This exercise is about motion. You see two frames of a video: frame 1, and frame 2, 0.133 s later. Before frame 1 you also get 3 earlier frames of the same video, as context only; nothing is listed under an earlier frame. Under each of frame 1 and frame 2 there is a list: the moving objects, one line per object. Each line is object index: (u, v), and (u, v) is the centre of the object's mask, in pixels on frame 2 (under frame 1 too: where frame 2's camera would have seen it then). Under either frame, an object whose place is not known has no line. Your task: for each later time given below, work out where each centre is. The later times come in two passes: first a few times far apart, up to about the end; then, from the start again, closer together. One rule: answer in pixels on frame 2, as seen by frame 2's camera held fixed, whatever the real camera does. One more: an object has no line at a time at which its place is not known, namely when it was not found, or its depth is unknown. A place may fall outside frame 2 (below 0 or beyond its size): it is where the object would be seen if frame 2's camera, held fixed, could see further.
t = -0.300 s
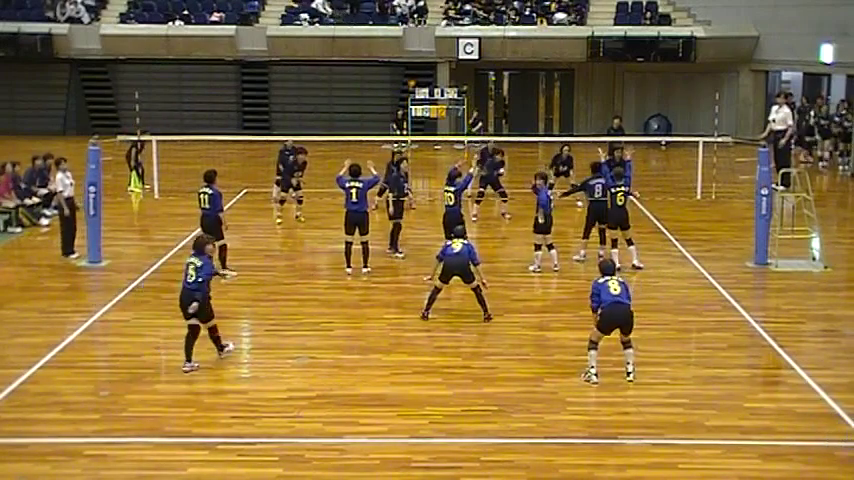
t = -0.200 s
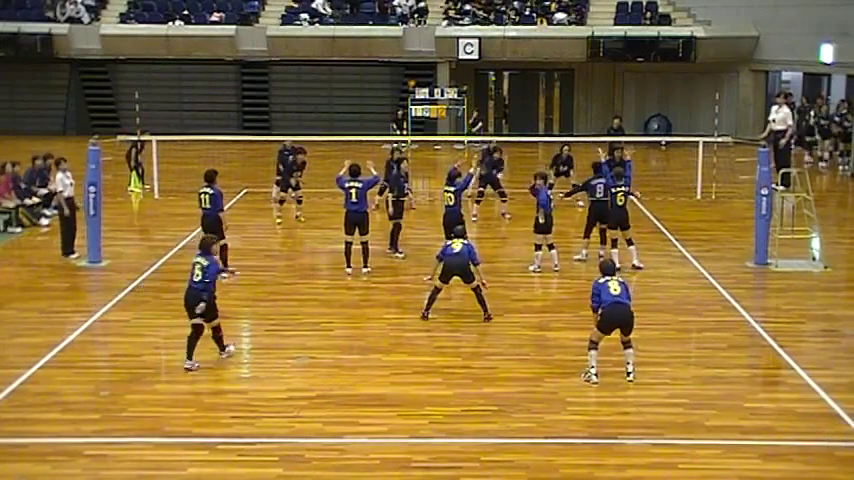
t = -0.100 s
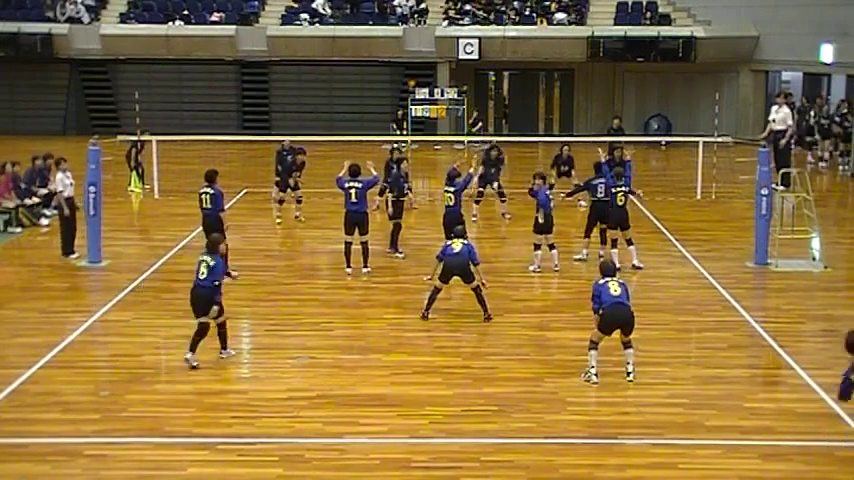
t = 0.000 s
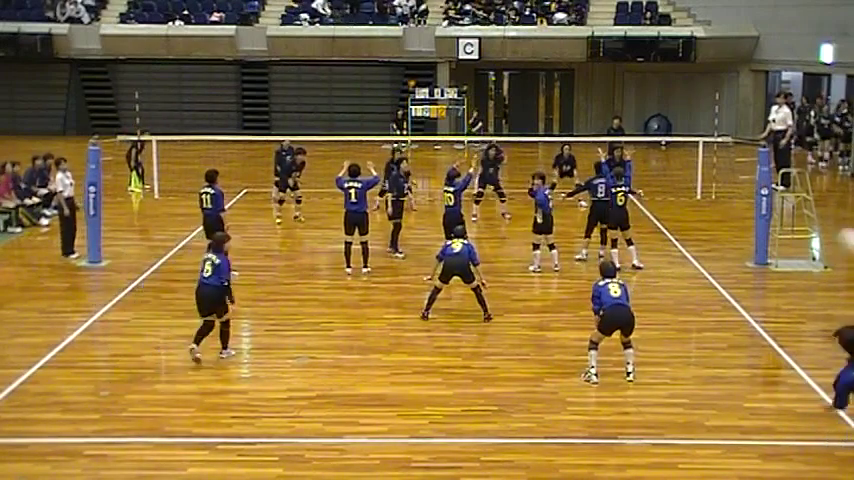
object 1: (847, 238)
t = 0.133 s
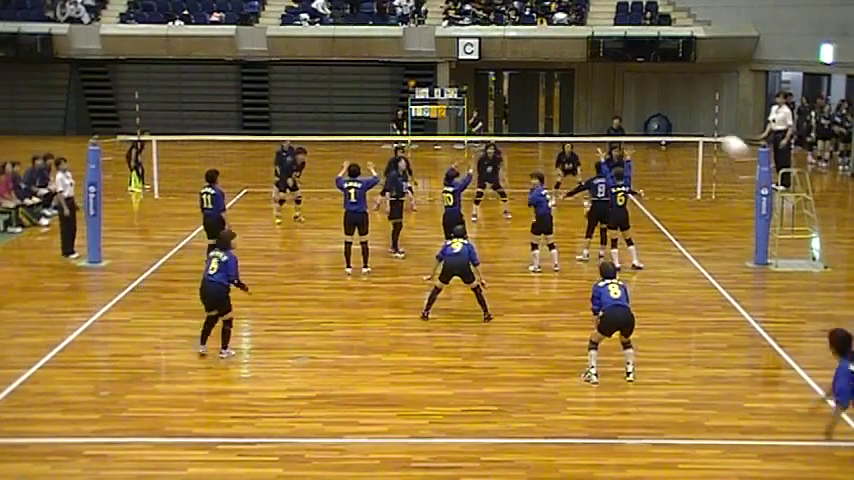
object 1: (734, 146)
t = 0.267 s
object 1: (651, 92)
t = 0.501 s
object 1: (557, 54)
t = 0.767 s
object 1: (491, 57)
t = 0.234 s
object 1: (669, 102)
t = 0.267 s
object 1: (651, 92)
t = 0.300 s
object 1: (633, 82)
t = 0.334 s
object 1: (618, 74)
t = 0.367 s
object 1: (603, 68)
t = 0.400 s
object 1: (590, 63)
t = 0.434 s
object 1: (578, 59)
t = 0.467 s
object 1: (567, 56)
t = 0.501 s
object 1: (557, 54)
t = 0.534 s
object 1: (547, 52)
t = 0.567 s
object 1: (538, 51)
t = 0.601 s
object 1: (529, 51)
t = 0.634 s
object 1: (521, 51)
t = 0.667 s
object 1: (513, 52)
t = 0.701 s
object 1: (505, 53)
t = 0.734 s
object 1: (498, 55)
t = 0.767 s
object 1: (491, 57)
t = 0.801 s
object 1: (485, 60)
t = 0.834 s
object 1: (479, 63)
